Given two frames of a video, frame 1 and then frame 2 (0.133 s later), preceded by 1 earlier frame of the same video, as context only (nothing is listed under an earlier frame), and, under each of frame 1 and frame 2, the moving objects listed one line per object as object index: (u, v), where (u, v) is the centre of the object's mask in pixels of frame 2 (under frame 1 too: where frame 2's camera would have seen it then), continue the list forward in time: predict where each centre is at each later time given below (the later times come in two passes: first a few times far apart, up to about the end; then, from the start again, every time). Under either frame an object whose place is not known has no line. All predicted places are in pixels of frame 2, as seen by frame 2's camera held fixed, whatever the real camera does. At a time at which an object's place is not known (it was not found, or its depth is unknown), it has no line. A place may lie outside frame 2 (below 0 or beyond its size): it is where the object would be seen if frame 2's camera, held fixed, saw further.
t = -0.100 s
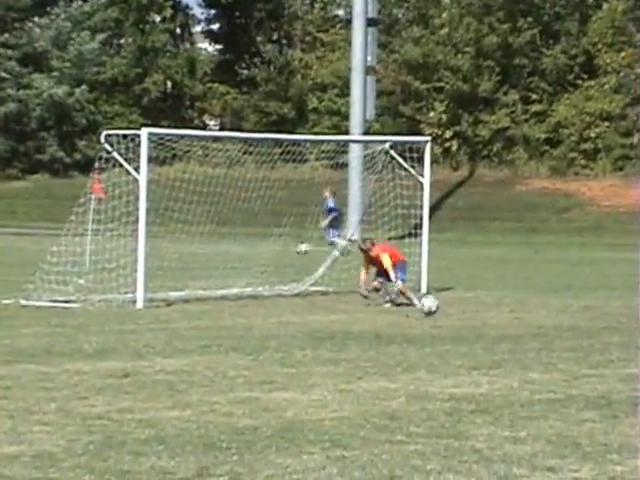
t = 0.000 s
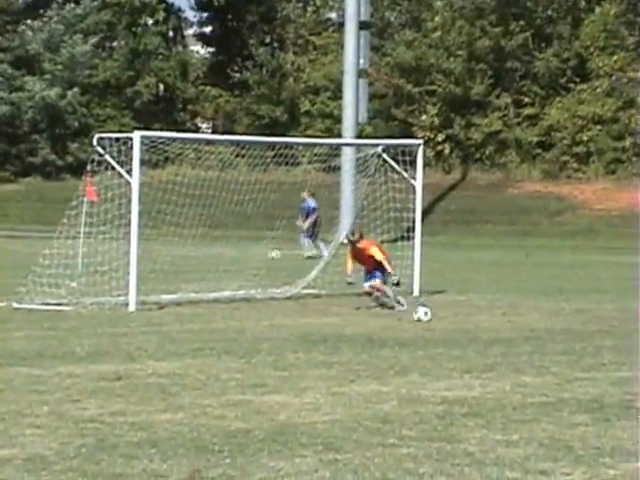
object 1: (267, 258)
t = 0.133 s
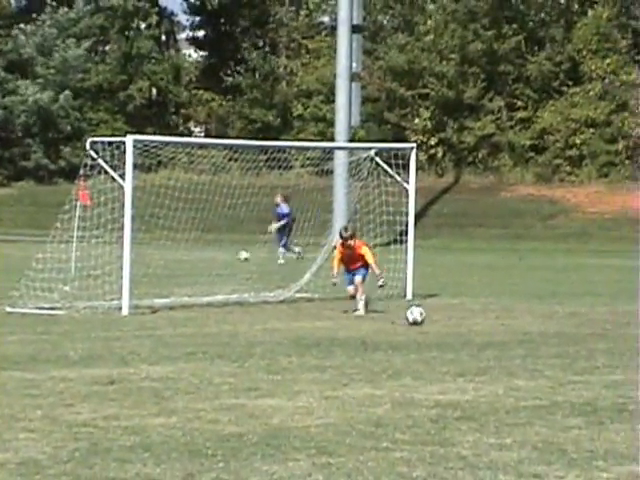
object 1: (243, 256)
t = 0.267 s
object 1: (221, 256)
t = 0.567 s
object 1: (174, 257)
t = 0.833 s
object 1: (139, 255)
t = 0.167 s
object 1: (238, 255)
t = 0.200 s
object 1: (231, 255)
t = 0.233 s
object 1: (227, 256)
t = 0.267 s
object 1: (221, 256)
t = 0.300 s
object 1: (216, 257)
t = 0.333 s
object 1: (210, 257)
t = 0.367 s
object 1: (205, 257)
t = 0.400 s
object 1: (200, 256)
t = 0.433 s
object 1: (194, 256)
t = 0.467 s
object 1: (189, 255)
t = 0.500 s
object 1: (185, 256)
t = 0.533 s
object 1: (180, 257)
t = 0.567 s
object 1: (174, 257)
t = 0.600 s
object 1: (169, 257)
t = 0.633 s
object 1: (165, 256)
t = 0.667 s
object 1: (160, 256)
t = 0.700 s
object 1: (156, 256)
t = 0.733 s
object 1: (152, 256)
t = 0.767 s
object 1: (147, 256)
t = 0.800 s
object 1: (143, 256)
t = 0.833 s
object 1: (139, 255)
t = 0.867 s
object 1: (136, 255)
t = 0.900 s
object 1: (133, 254)
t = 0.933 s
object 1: (132, 253)
